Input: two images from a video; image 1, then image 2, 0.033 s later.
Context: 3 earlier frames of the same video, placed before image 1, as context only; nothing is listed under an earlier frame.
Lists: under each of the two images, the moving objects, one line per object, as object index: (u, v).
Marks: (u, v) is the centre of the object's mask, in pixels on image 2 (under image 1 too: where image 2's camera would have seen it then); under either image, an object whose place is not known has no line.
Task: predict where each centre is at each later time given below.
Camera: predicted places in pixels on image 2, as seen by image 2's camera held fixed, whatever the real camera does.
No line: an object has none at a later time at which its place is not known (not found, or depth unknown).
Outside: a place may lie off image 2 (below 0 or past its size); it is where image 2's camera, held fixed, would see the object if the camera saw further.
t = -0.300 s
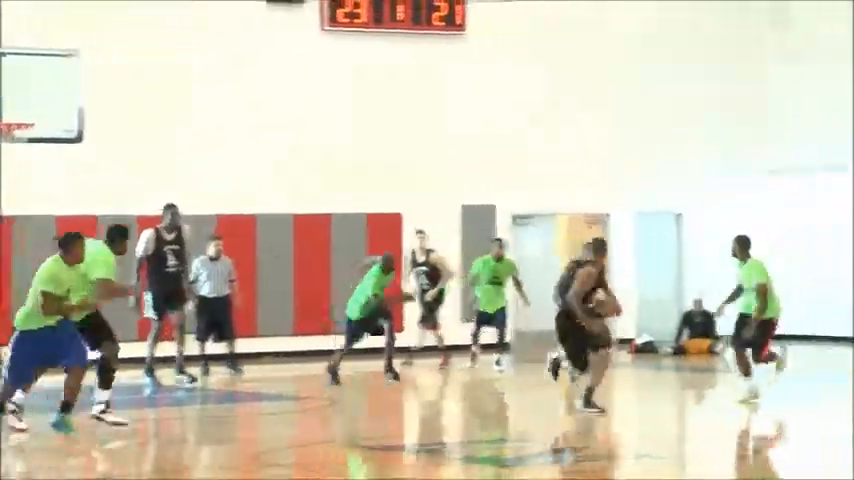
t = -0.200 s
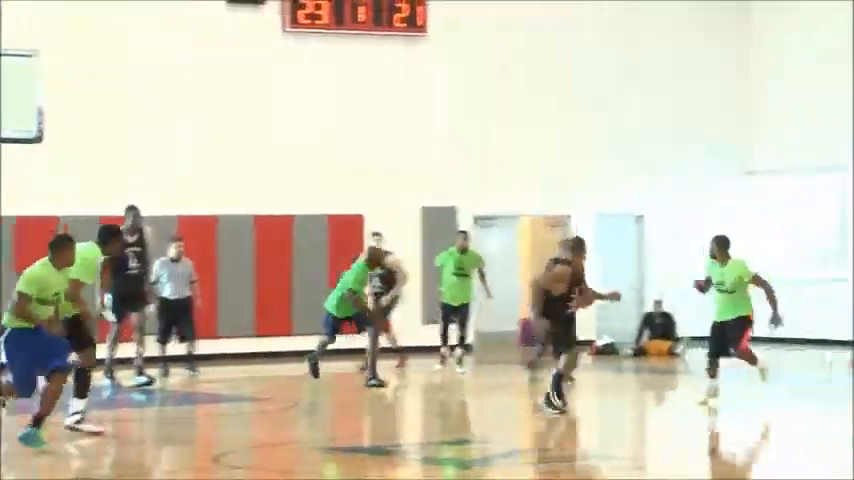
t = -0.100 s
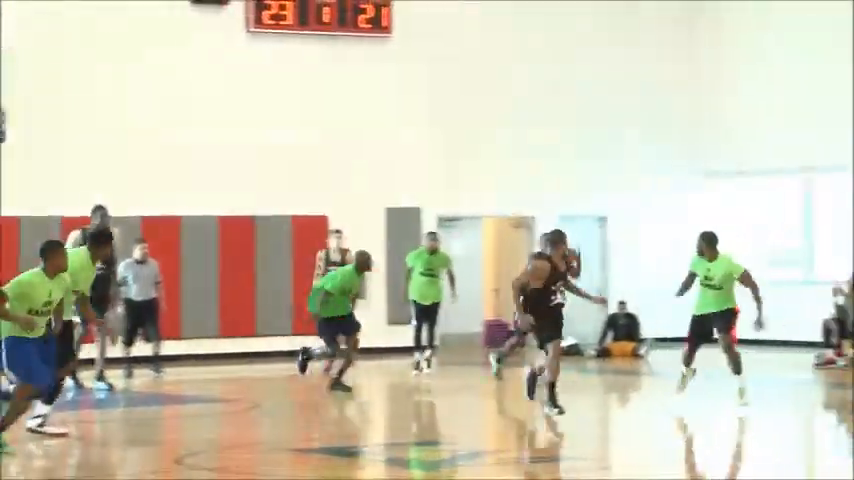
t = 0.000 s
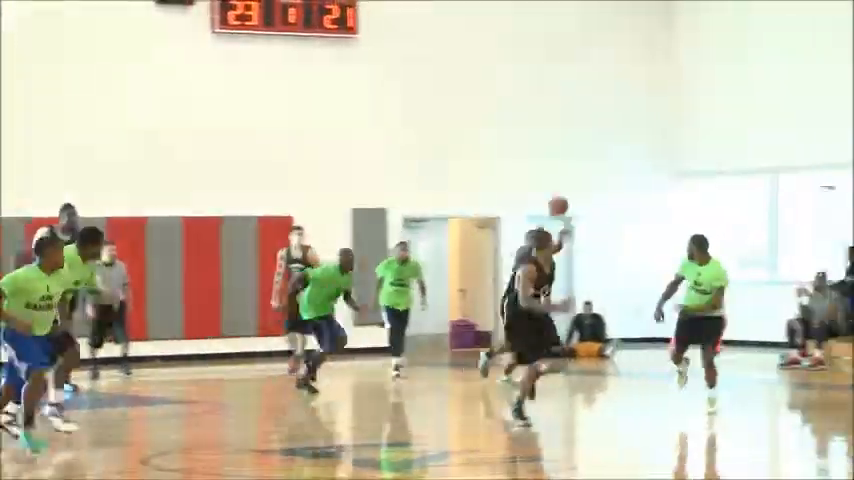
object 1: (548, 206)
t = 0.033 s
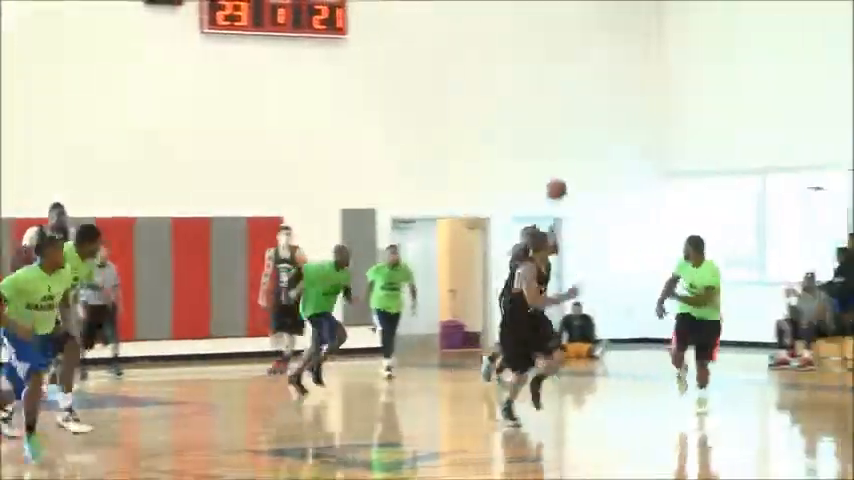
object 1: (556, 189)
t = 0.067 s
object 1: (567, 173)
